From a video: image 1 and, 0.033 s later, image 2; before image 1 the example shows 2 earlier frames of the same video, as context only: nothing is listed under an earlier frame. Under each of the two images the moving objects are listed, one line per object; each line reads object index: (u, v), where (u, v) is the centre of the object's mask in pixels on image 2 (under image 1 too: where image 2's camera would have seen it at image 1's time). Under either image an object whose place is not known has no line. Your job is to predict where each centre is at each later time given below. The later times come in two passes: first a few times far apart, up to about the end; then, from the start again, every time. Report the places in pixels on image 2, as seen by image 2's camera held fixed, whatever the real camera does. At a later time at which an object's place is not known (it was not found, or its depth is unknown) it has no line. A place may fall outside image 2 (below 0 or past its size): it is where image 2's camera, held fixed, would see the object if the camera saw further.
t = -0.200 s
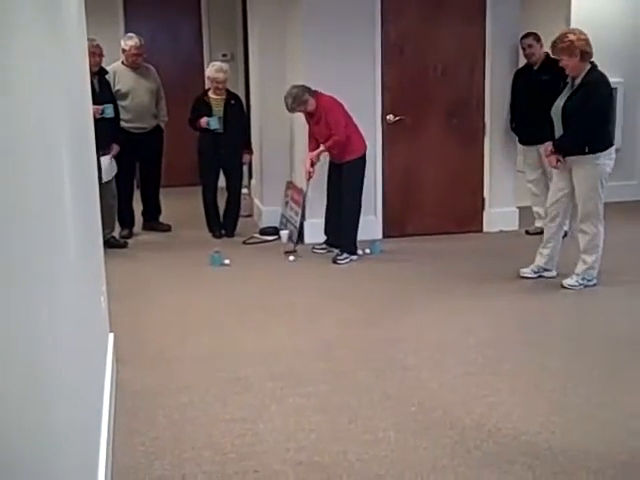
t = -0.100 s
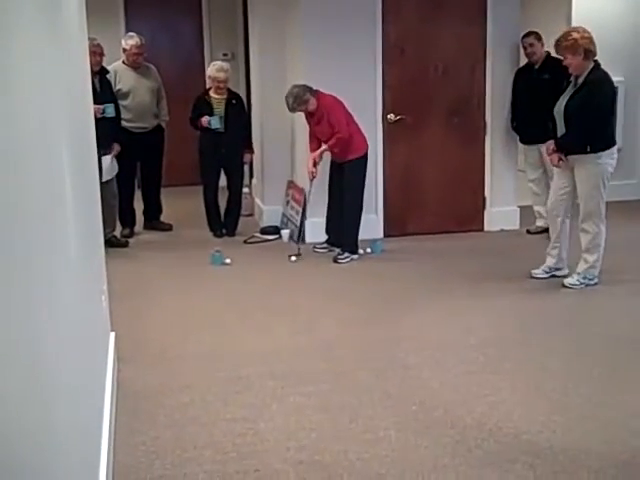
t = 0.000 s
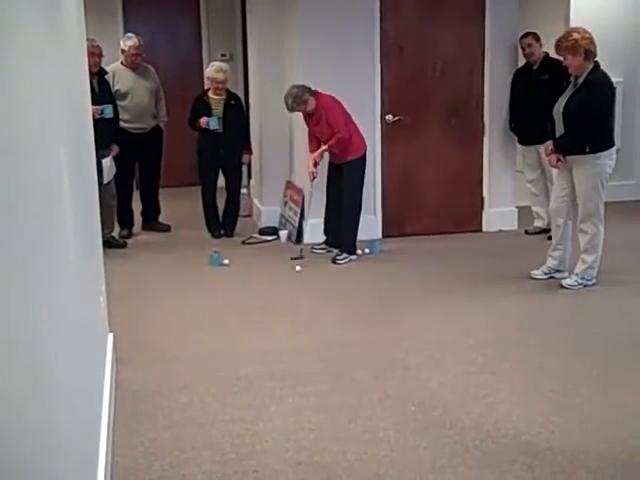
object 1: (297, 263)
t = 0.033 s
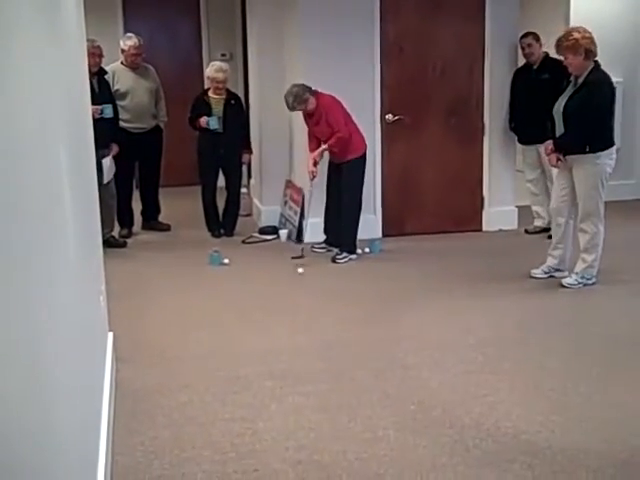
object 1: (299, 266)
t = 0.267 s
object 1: (313, 291)
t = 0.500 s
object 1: (328, 314)
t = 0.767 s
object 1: (347, 343)
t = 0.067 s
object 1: (302, 273)
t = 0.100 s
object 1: (304, 276)
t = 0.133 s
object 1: (305, 278)
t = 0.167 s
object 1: (308, 281)
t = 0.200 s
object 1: (309, 285)
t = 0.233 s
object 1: (311, 288)
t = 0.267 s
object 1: (313, 291)
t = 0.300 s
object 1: (316, 294)
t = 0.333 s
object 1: (317, 297)
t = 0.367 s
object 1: (320, 300)
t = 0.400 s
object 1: (321, 303)
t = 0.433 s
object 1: (324, 306)
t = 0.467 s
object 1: (326, 310)
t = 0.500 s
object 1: (328, 314)
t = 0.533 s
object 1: (330, 317)
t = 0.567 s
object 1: (332, 320)
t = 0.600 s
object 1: (335, 324)
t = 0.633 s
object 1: (337, 327)
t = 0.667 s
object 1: (339, 331)
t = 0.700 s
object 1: (342, 335)
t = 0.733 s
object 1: (345, 339)
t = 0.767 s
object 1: (347, 343)
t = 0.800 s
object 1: (349, 347)
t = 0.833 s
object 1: (352, 351)
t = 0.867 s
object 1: (355, 356)
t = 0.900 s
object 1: (358, 360)
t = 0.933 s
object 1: (360, 364)
